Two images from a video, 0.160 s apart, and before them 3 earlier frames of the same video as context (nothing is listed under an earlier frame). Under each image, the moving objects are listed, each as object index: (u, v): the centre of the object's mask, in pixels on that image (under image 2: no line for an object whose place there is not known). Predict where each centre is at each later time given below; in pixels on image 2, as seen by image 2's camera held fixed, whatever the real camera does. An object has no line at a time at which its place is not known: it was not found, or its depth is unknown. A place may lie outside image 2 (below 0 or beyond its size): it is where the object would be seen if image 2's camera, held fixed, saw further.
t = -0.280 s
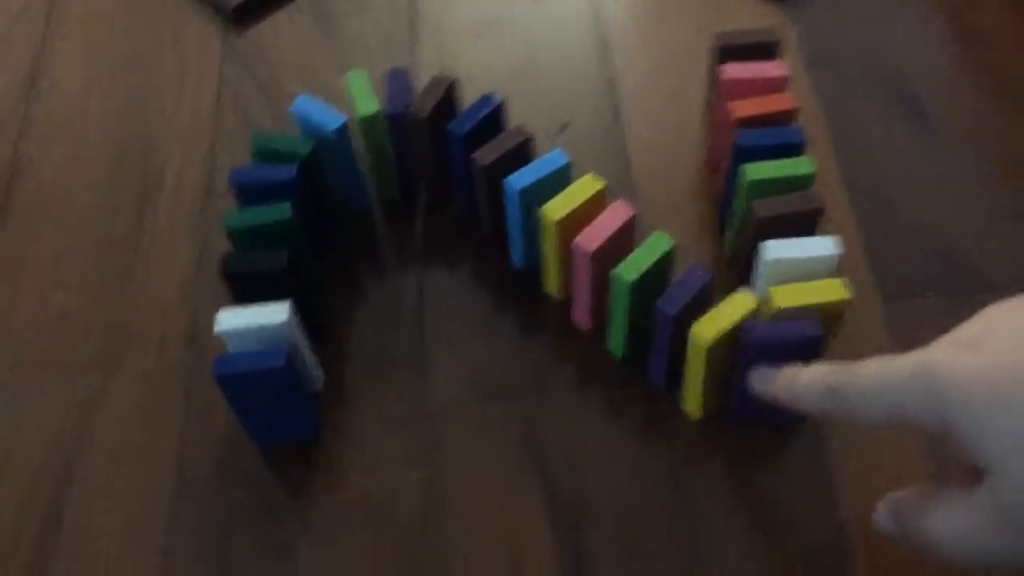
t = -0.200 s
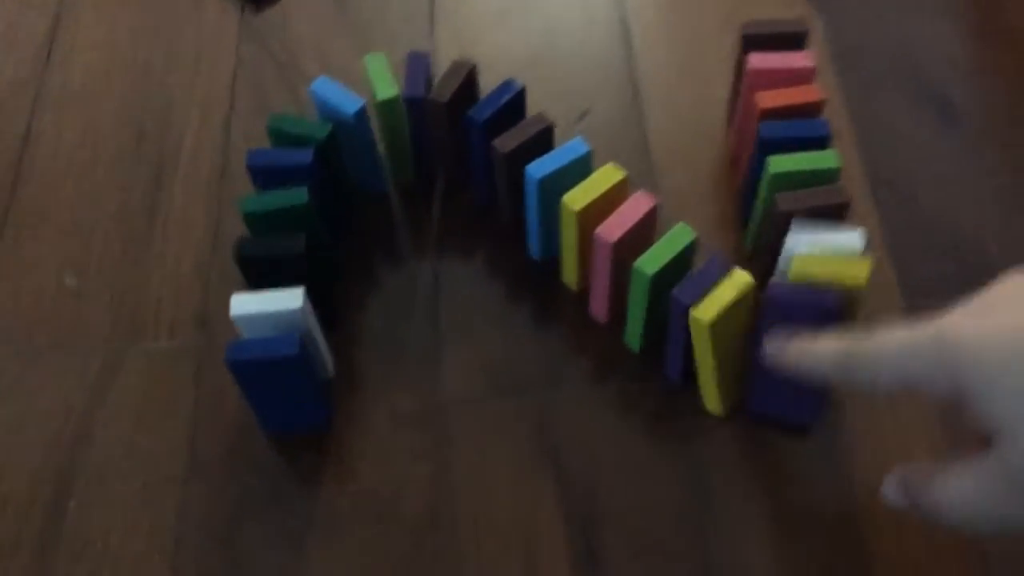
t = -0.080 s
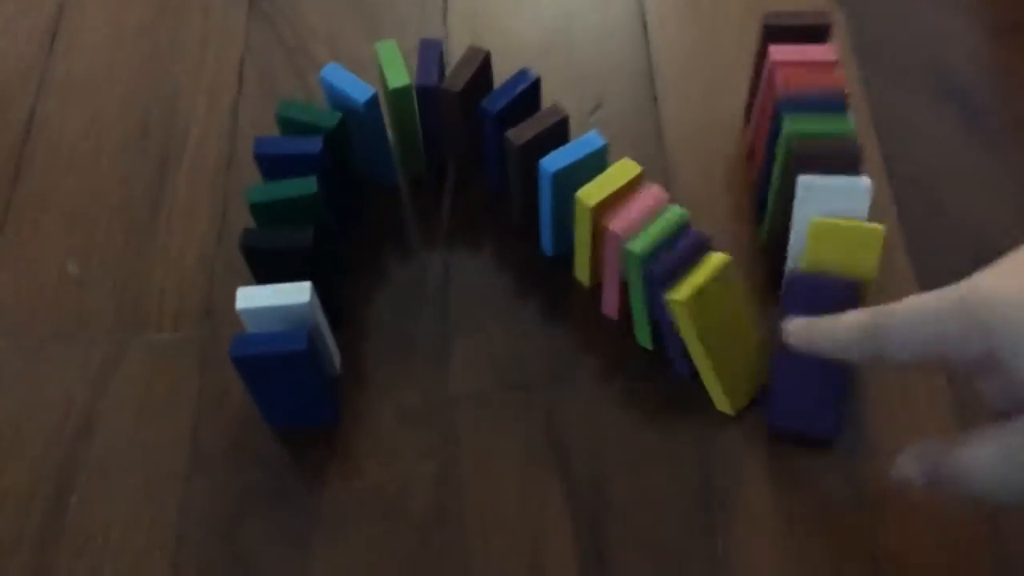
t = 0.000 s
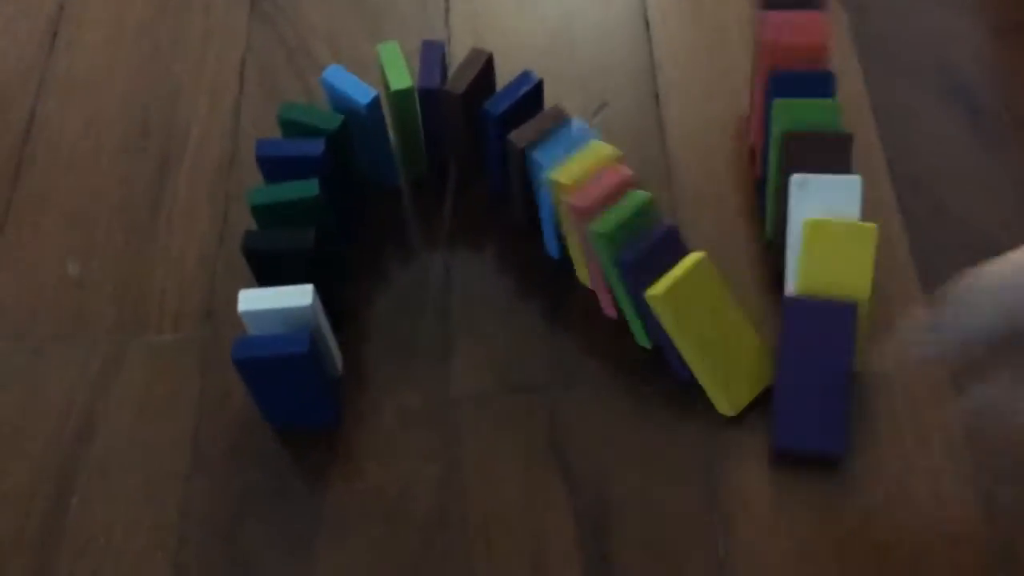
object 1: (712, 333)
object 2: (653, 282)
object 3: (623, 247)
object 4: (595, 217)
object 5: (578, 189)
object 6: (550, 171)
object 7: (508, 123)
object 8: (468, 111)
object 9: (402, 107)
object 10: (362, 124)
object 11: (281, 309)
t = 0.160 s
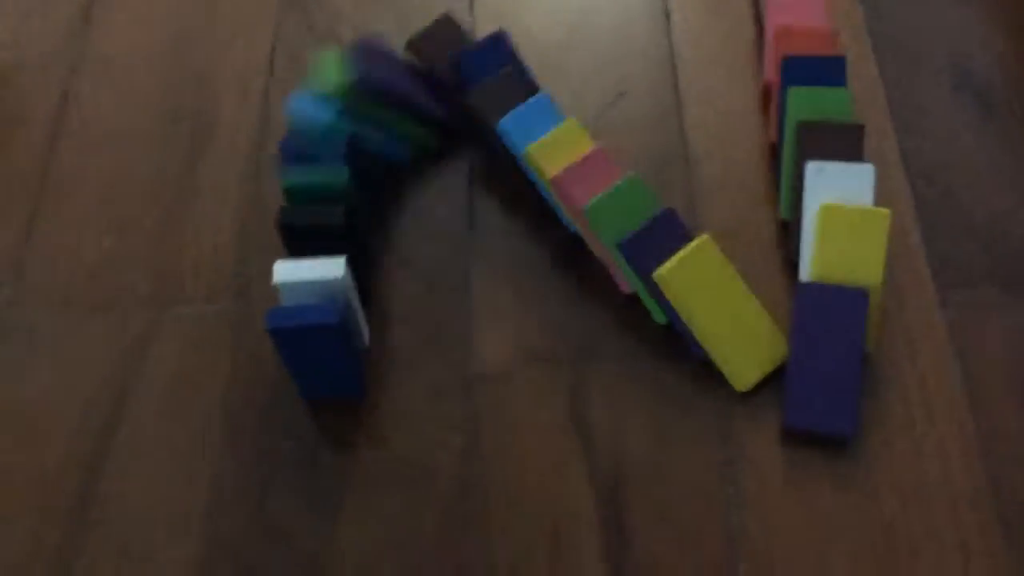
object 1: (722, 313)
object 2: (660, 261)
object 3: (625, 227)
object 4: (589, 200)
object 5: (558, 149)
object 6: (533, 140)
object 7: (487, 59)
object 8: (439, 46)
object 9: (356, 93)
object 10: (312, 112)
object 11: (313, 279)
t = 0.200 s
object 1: (722, 312)
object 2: (659, 262)
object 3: (625, 228)
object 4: (590, 201)
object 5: (558, 150)
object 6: (531, 139)
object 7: (499, 56)
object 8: (452, 39)
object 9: (331, 103)
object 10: (321, 144)
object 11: (312, 279)
